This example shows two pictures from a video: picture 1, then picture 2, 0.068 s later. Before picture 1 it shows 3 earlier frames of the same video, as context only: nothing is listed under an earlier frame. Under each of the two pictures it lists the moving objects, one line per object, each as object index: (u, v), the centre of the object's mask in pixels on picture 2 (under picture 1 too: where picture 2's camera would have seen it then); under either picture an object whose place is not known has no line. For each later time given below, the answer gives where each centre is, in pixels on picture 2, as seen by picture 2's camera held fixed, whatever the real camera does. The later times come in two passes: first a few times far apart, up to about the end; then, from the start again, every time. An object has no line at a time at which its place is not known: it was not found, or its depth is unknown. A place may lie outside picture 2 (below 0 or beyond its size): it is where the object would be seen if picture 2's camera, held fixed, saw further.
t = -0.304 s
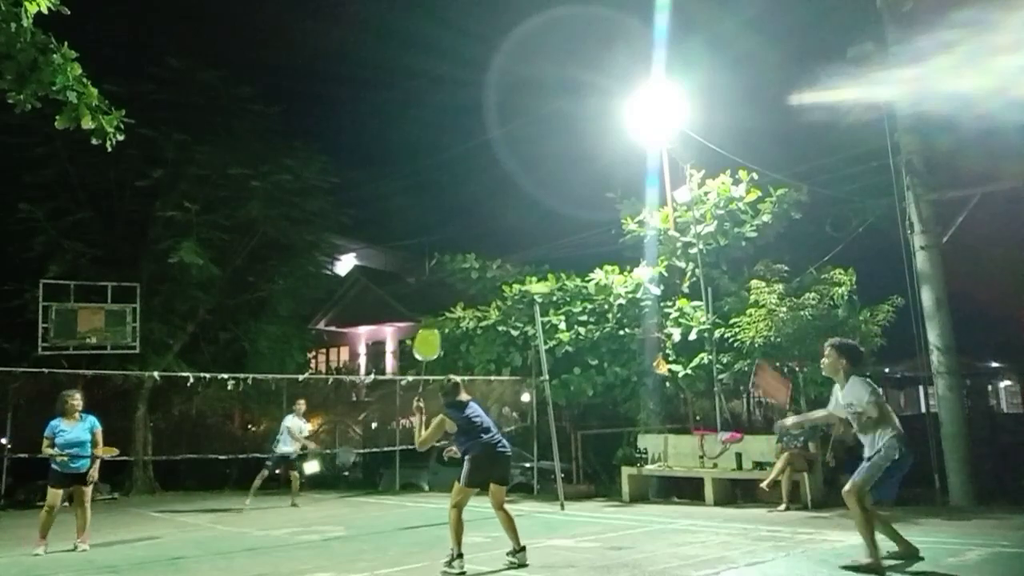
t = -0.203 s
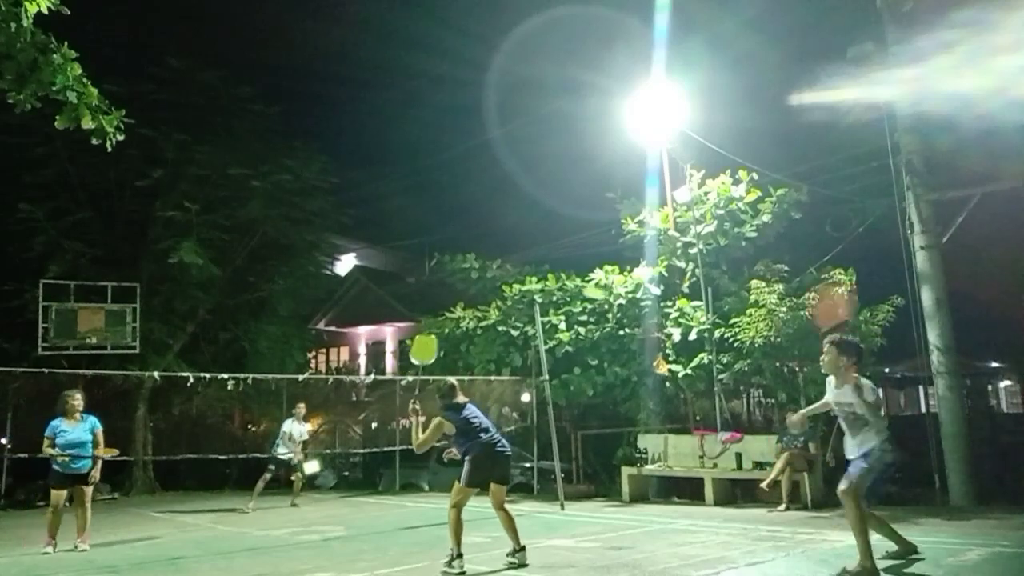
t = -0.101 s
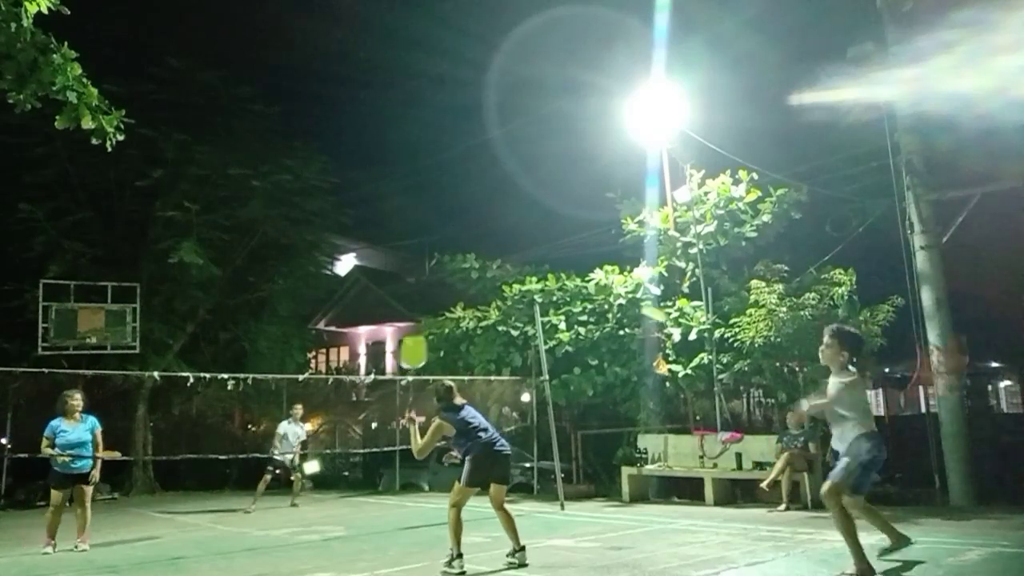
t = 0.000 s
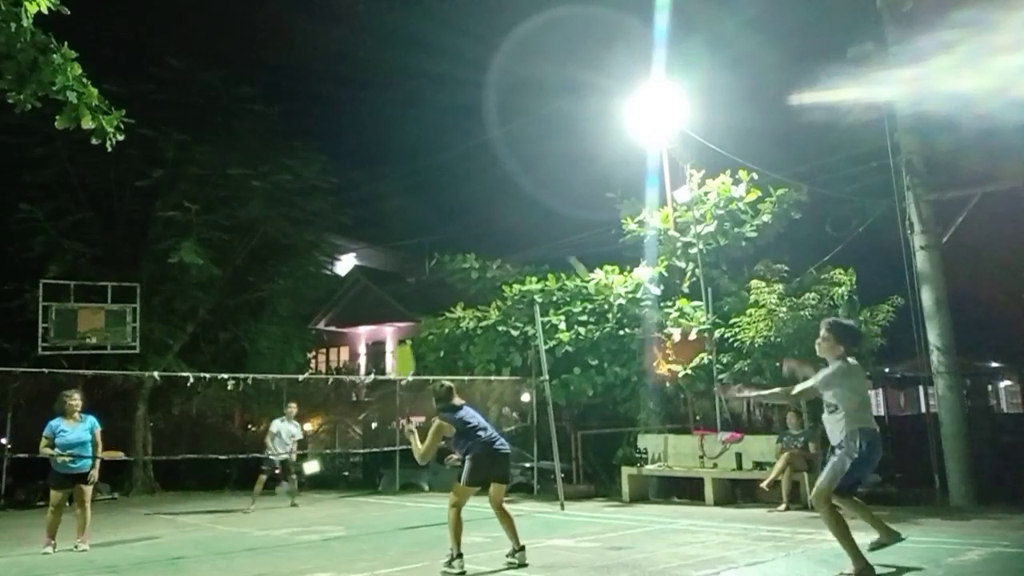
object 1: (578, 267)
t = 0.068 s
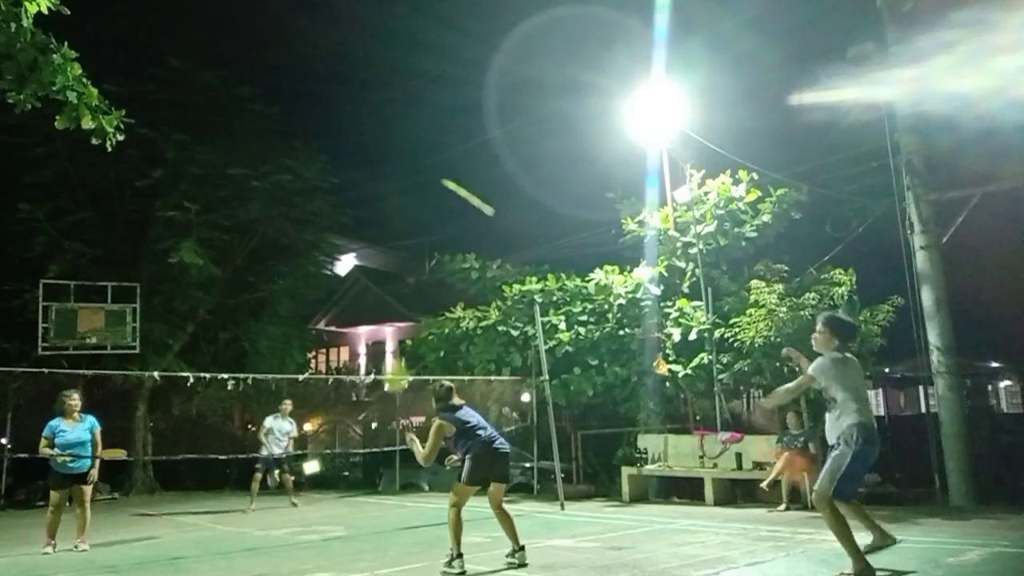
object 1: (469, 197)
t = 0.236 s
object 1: (332, 124)
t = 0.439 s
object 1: (267, 115)
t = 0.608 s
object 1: (232, 129)
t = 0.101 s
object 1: (425, 171)
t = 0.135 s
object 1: (393, 153)
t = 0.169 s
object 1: (368, 140)
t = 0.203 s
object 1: (349, 131)
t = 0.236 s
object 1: (332, 124)
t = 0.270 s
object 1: (318, 120)
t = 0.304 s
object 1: (305, 117)
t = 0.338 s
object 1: (294, 115)
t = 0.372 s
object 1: (284, 114)
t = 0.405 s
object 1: (275, 114)
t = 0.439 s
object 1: (267, 115)
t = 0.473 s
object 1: (259, 117)
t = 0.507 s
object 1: (252, 119)
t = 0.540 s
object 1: (245, 122)
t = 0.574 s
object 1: (238, 126)
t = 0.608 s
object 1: (232, 129)
